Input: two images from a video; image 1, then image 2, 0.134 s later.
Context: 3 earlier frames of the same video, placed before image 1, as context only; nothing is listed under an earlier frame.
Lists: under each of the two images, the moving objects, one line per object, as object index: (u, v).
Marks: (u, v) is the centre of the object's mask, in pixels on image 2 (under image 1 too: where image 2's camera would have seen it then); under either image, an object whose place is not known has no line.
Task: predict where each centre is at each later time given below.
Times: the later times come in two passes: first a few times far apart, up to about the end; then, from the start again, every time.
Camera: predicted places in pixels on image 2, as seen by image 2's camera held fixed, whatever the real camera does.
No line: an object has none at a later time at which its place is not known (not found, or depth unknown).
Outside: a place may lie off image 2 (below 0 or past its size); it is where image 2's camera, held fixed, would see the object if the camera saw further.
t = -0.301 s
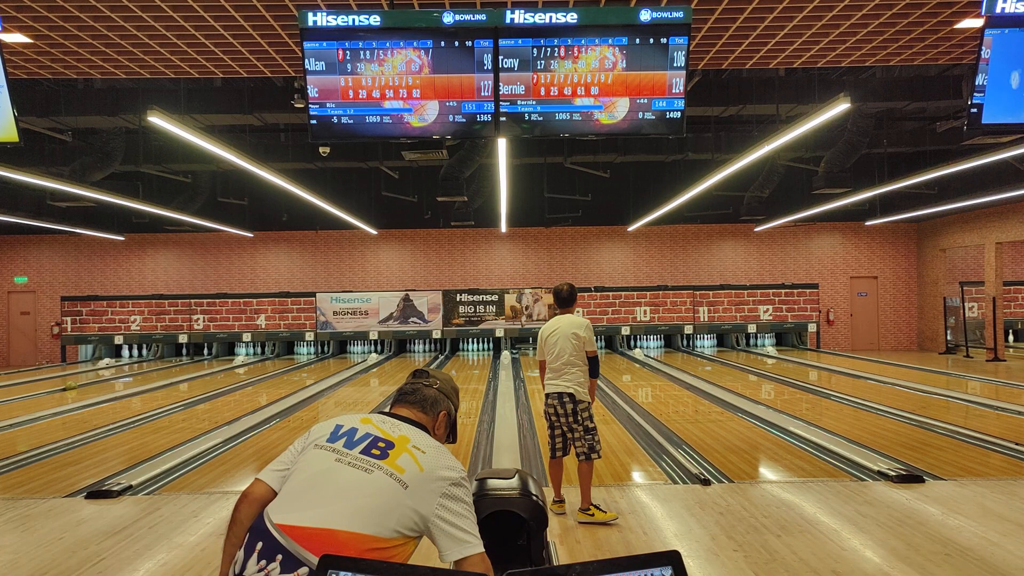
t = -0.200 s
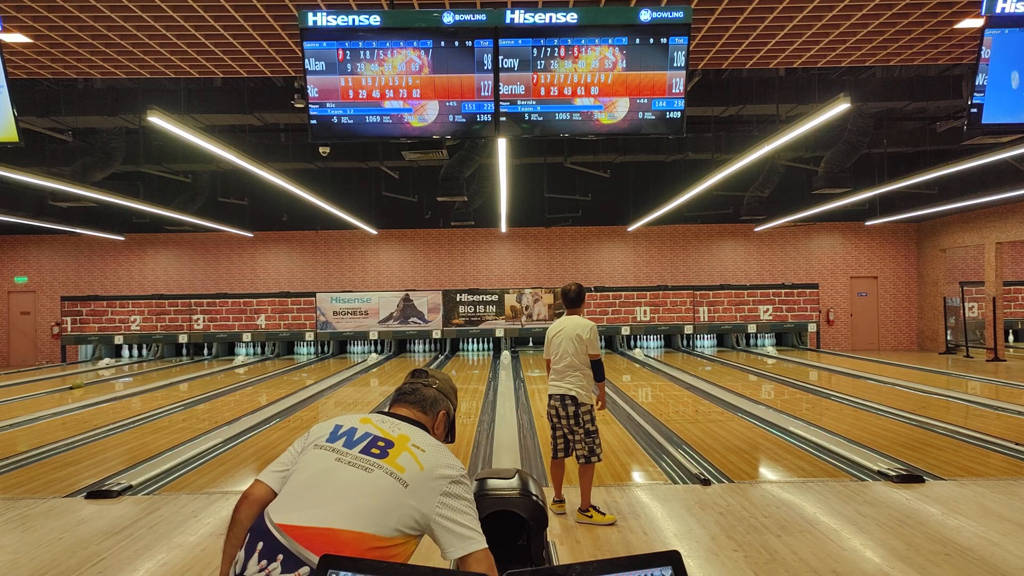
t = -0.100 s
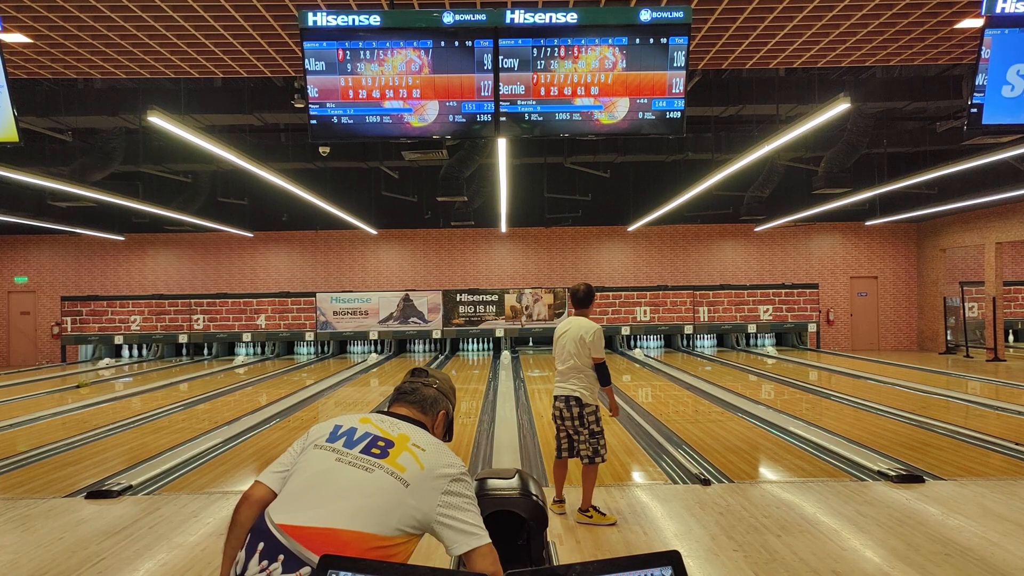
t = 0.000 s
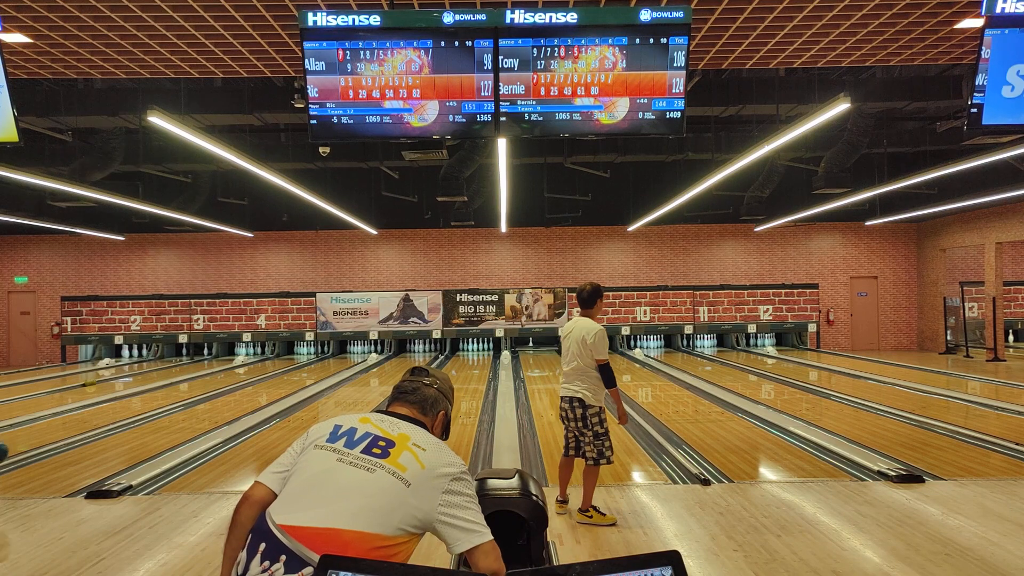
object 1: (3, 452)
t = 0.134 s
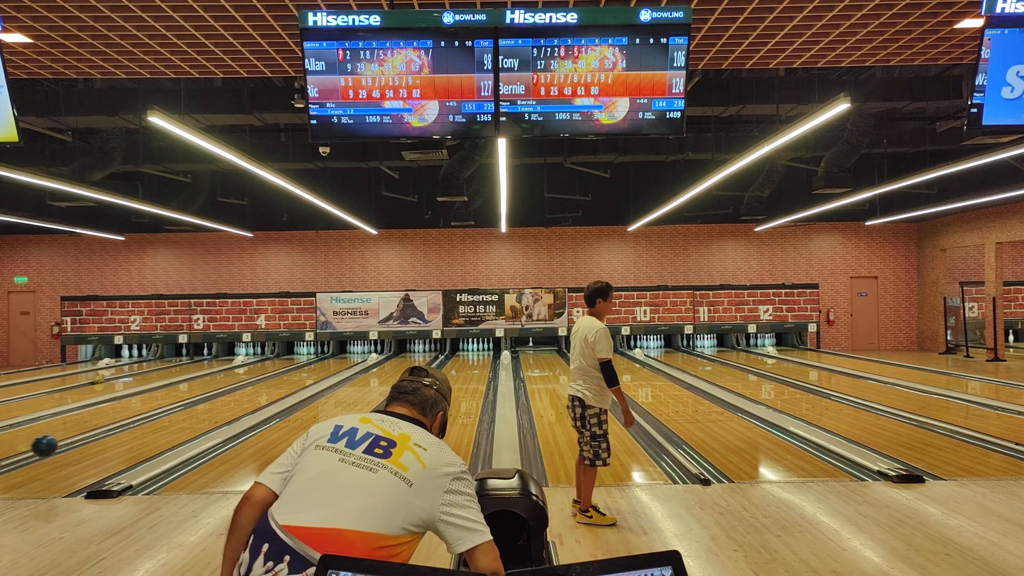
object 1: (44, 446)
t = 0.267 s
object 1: (86, 452)
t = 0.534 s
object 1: (151, 429)
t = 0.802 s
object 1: (196, 412)
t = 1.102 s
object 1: (235, 398)
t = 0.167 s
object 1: (55, 447)
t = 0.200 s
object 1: (66, 449)
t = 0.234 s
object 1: (76, 453)
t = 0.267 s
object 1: (86, 452)
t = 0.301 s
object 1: (96, 447)
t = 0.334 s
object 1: (105, 444)
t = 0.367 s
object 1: (112, 442)
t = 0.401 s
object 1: (121, 440)
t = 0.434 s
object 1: (129, 437)
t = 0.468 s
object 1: (136, 434)
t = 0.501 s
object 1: (144, 431)
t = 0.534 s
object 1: (151, 429)
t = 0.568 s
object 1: (157, 426)
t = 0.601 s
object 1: (163, 424)
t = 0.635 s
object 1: (169, 422)
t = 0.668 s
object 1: (175, 420)
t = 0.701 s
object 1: (180, 418)
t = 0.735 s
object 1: (186, 416)
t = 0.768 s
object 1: (191, 414)
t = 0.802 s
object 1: (196, 412)
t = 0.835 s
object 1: (201, 410)
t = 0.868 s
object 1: (206, 409)
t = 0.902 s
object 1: (210, 407)
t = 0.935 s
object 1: (215, 405)
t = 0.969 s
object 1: (219, 404)
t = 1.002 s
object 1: (223, 402)
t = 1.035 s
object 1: (227, 401)
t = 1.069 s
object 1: (231, 399)
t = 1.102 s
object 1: (235, 398)
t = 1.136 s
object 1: (238, 396)
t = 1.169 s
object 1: (242, 395)
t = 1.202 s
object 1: (245, 393)
